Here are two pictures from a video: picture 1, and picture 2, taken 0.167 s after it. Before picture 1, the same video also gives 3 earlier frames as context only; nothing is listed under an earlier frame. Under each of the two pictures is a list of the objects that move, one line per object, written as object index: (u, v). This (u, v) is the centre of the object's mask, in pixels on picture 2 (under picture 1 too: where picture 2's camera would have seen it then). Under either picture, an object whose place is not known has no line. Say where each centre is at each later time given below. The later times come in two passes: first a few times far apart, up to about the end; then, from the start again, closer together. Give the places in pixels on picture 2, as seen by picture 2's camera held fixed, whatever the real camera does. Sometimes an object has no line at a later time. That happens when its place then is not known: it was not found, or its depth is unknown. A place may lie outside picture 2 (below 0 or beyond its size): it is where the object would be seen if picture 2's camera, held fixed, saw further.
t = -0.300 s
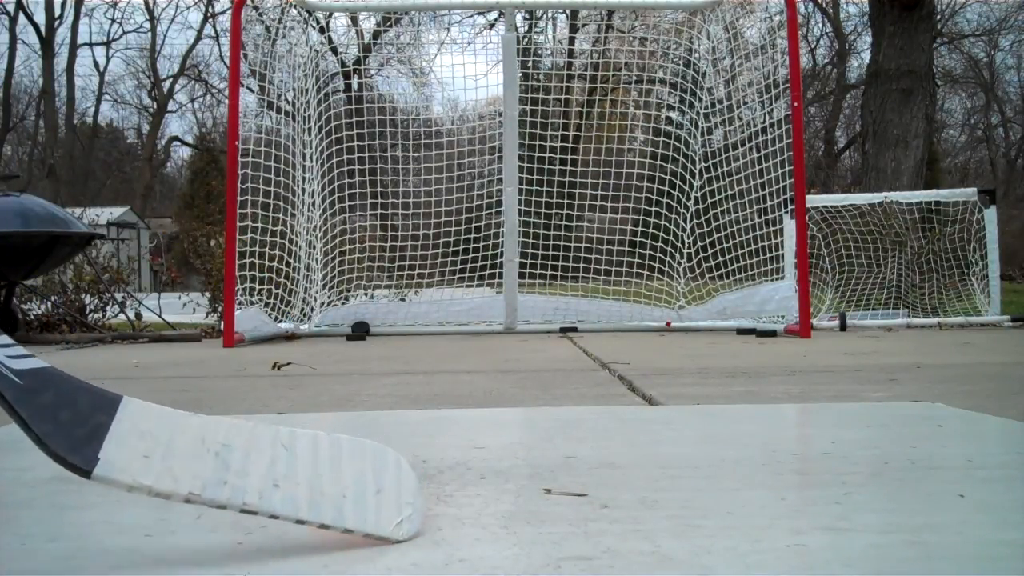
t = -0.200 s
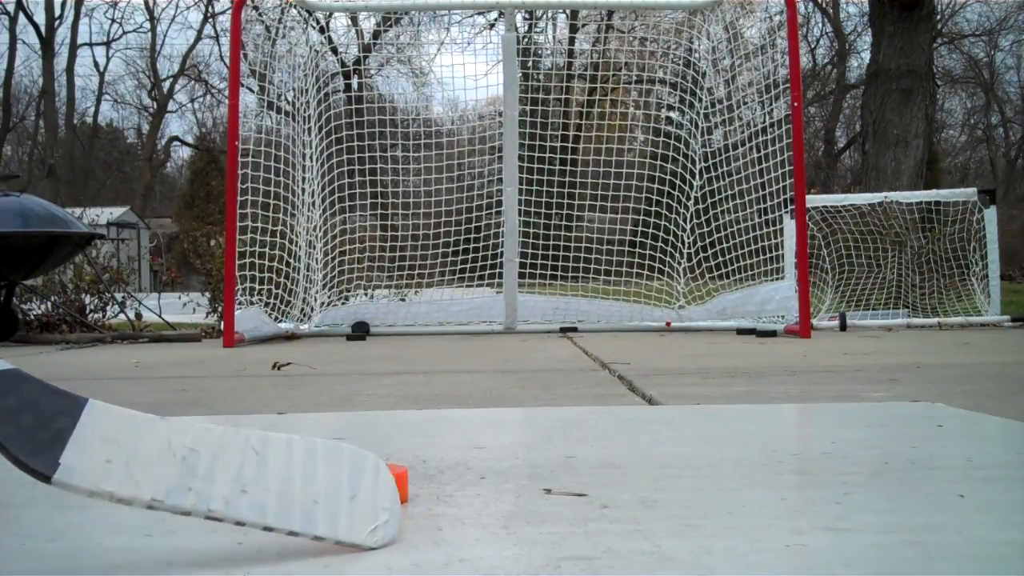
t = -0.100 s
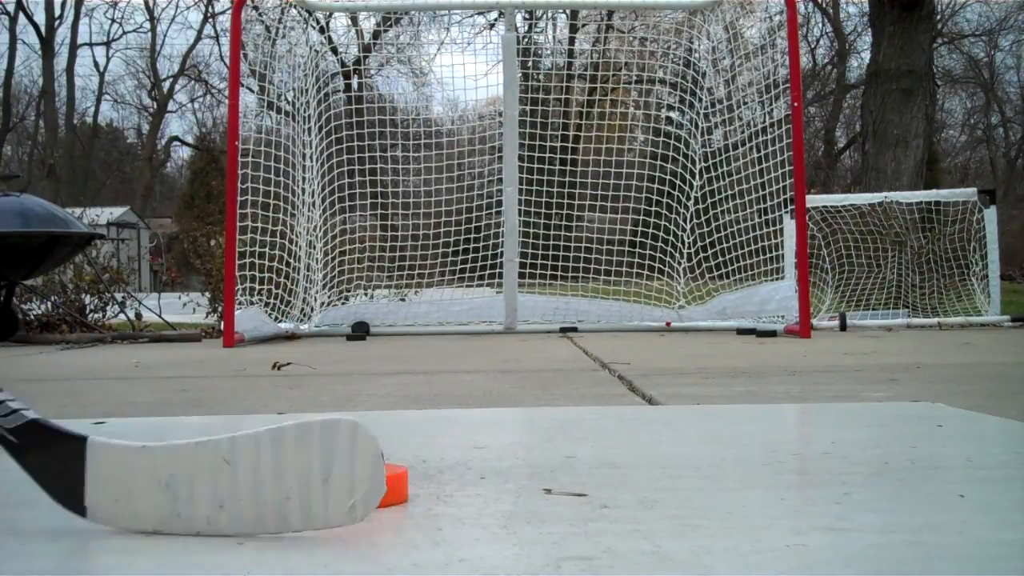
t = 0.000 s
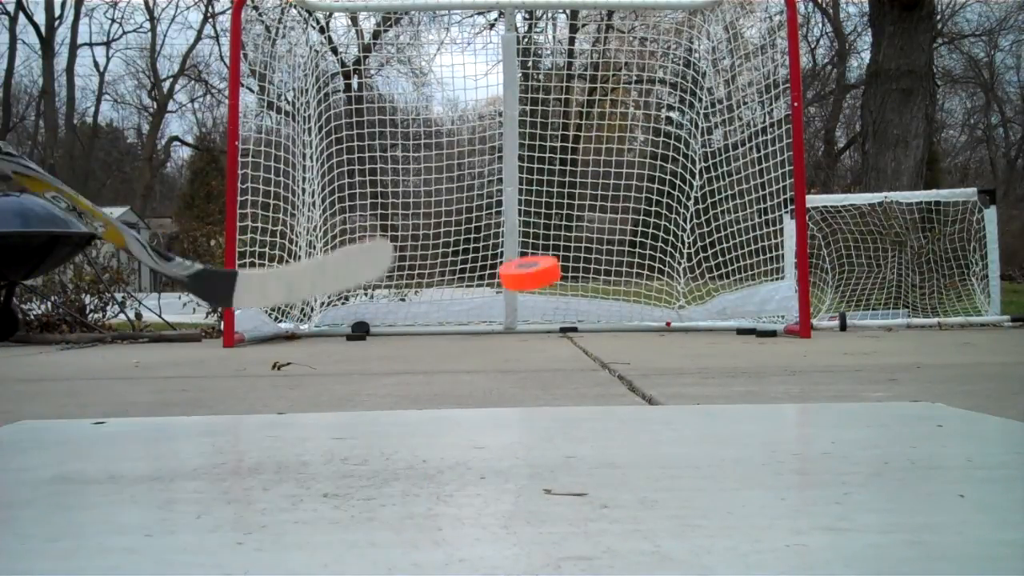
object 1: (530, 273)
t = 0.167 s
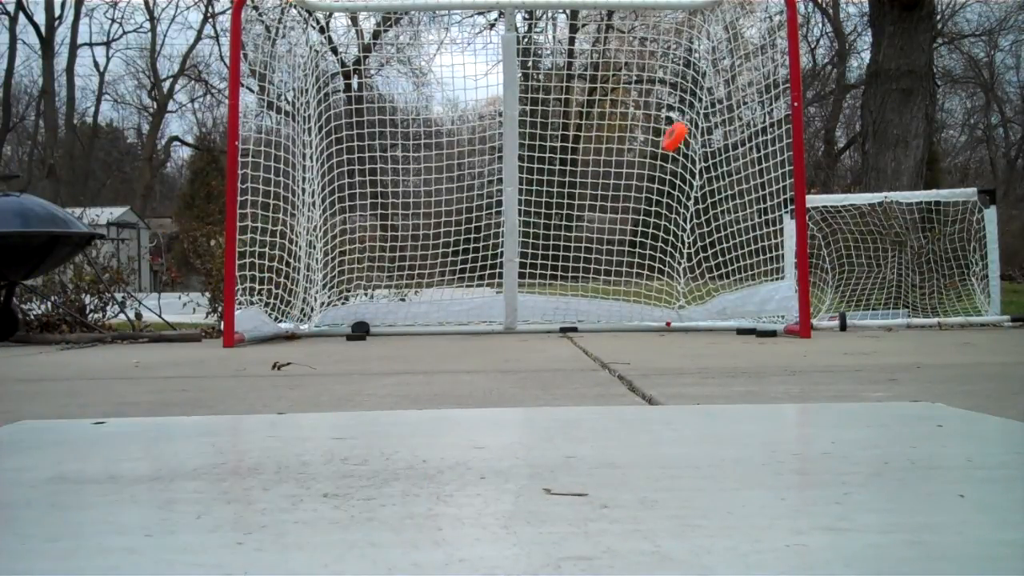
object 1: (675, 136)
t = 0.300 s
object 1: (716, 147)
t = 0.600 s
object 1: (658, 322)
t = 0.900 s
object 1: (754, 321)
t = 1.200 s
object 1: (756, 324)
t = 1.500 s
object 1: (756, 324)
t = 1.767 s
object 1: (755, 324)
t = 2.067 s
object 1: (756, 324)
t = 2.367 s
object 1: (755, 324)
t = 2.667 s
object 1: (756, 324)
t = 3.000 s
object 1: (756, 324)
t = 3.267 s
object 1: (756, 324)
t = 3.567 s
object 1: (756, 324)
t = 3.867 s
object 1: (756, 324)
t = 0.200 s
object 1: (688, 134)
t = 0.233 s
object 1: (699, 136)
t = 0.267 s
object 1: (709, 140)
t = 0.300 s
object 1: (716, 147)
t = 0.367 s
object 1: (723, 165)
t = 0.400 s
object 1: (717, 177)
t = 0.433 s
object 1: (707, 194)
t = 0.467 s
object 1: (697, 214)
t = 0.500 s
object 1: (687, 236)
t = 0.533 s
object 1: (678, 262)
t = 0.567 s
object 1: (668, 290)
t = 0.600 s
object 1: (658, 322)
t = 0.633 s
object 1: (667, 319)
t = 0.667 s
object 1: (678, 315)
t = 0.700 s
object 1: (689, 314)
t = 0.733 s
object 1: (700, 315)
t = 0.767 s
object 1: (712, 320)
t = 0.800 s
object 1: (724, 325)
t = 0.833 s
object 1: (734, 324)
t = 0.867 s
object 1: (745, 322)
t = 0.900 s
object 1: (754, 321)
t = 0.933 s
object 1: (755, 320)
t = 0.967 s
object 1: (754, 319)
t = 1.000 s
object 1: (753, 321)
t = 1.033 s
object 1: (754, 324)
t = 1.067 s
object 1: (756, 323)
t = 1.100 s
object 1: (756, 323)
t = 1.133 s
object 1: (756, 323)
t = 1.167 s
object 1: (756, 323)
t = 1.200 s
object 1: (756, 324)
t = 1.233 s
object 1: (755, 324)
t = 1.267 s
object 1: (755, 324)
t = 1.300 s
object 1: (755, 324)
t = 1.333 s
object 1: (755, 324)
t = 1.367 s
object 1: (755, 324)
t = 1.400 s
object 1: (756, 324)
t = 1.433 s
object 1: (755, 324)
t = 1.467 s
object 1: (755, 324)
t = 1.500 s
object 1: (756, 324)
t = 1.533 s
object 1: (755, 324)
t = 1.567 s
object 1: (756, 324)
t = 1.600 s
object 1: (756, 324)
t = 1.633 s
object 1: (756, 324)
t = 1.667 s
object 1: (755, 324)
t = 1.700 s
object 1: (756, 324)
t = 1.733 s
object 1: (755, 324)
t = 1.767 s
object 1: (755, 324)
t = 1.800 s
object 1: (755, 324)
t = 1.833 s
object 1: (756, 324)
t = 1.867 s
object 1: (756, 324)
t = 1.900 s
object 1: (756, 324)
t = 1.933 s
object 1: (755, 324)
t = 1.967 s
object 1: (756, 324)
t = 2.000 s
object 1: (756, 324)
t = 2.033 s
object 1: (756, 324)
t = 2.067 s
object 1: (756, 324)
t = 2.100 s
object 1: (756, 324)
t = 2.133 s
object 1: (756, 324)
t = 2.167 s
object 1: (756, 324)
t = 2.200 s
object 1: (756, 324)
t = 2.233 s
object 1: (756, 324)
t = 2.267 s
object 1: (756, 324)
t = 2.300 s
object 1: (756, 324)
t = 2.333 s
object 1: (755, 324)
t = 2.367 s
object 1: (755, 324)
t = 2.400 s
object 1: (756, 324)
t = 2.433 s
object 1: (756, 324)
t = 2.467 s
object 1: (756, 324)
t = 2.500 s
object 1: (755, 324)
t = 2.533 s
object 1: (755, 324)
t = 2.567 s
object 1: (755, 324)
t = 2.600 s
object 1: (756, 324)
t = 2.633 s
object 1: (756, 324)
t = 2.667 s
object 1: (756, 324)
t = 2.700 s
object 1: (756, 324)
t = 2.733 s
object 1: (756, 324)
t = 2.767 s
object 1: (756, 324)
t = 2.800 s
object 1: (756, 324)
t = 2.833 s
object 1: (756, 324)
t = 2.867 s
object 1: (756, 324)
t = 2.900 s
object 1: (756, 324)
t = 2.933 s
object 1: (756, 324)
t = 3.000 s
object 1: (756, 324)
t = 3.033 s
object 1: (756, 324)
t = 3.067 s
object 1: (756, 324)
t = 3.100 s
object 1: (756, 324)
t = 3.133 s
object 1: (756, 324)
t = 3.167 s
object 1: (756, 324)
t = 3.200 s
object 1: (756, 324)
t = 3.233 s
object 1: (756, 324)
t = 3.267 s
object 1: (756, 324)
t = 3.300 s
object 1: (755, 324)
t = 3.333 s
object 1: (756, 324)
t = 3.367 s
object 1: (756, 324)
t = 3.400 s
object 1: (756, 324)
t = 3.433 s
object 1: (756, 324)
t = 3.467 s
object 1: (755, 324)
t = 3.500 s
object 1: (756, 324)
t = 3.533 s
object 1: (756, 324)
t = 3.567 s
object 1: (756, 324)
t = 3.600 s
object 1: (756, 324)
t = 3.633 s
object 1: (756, 324)
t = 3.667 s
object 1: (756, 324)
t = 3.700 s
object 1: (756, 324)
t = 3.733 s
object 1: (756, 324)
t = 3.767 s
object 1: (756, 324)
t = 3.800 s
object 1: (755, 324)
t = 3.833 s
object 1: (756, 324)
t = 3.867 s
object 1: (756, 324)
